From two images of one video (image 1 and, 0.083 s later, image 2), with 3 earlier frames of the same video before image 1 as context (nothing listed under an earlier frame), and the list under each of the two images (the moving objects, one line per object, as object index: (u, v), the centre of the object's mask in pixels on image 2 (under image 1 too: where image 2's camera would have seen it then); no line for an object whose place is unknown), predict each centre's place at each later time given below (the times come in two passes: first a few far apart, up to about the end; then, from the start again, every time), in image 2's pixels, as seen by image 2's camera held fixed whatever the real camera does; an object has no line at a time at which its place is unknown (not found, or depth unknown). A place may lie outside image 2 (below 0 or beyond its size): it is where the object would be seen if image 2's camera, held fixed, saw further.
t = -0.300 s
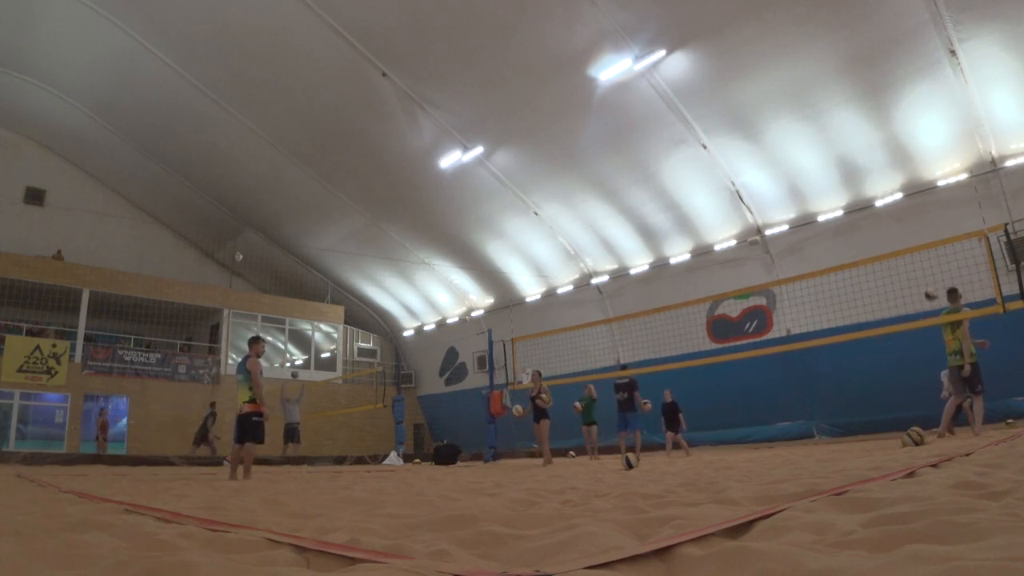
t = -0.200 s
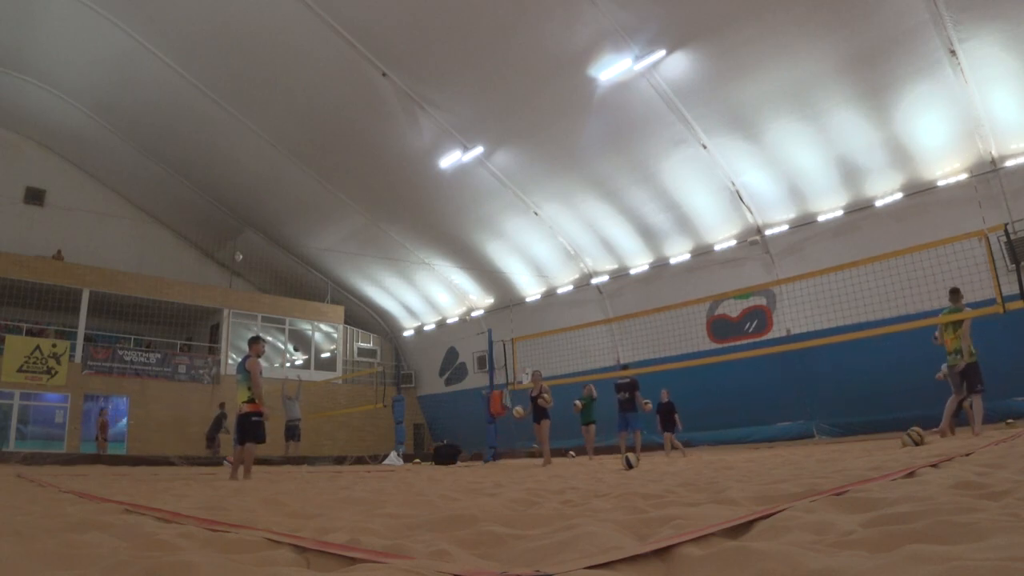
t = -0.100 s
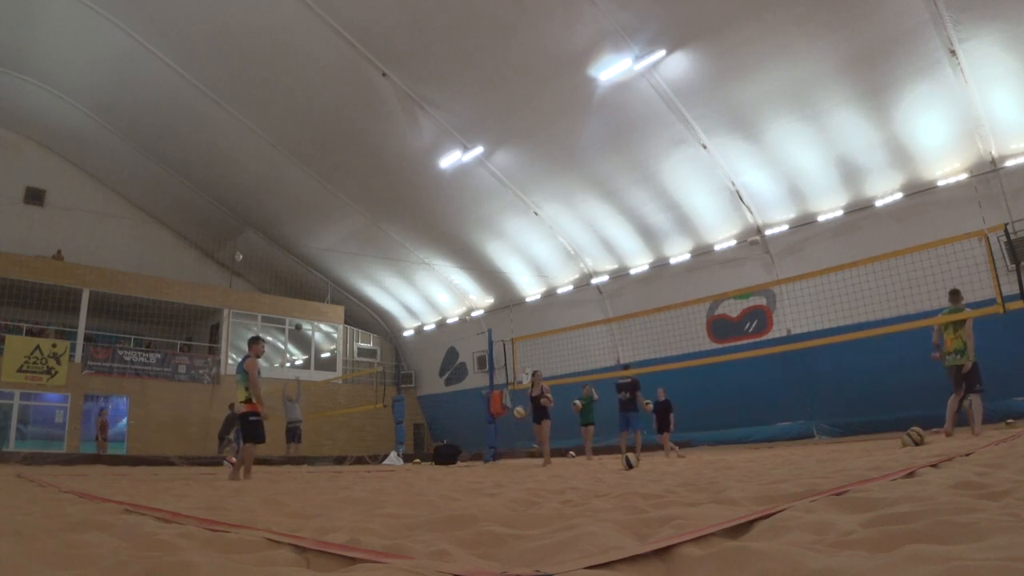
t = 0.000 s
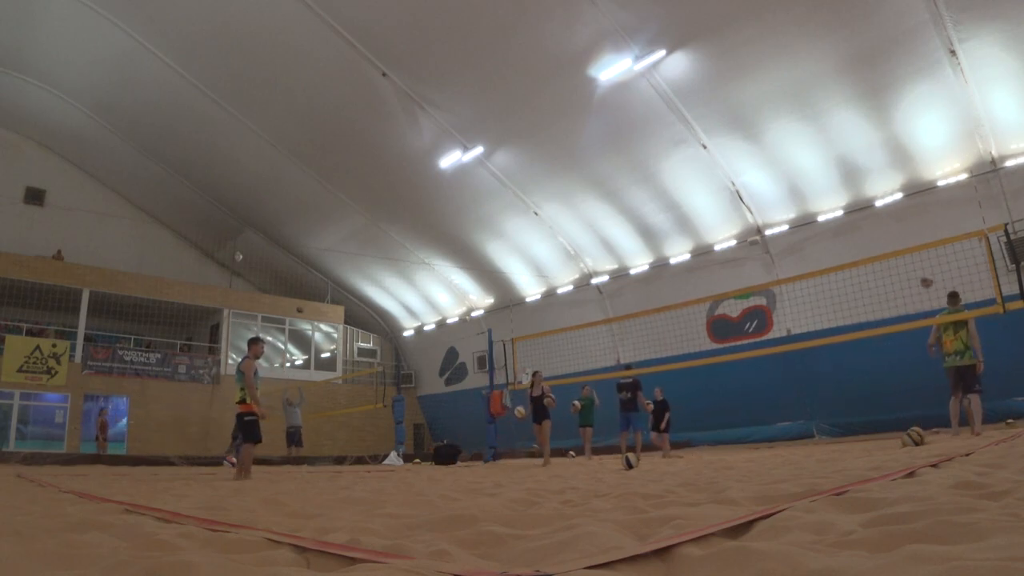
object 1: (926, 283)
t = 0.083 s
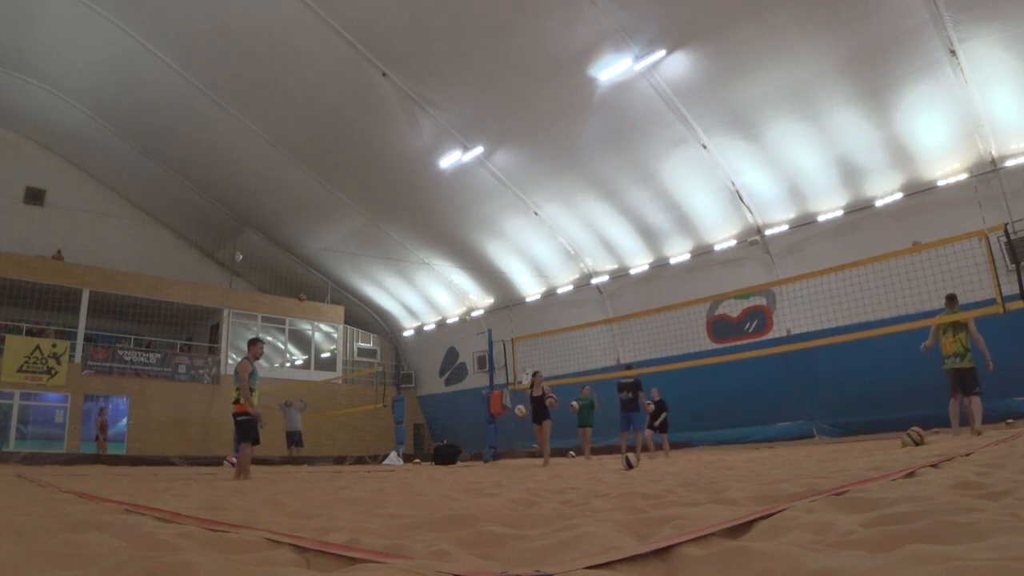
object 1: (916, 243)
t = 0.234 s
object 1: (902, 191)
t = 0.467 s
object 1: (883, 135)
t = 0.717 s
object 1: (869, 106)
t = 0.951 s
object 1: (863, 106)
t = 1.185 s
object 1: (864, 135)
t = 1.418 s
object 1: (870, 198)
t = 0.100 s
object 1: (915, 239)
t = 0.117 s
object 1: (914, 233)
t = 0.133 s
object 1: (912, 227)
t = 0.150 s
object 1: (911, 221)
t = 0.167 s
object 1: (909, 215)
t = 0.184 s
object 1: (907, 210)
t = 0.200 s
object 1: (906, 204)
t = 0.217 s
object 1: (905, 199)
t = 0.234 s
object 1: (902, 191)
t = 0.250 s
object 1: (901, 187)
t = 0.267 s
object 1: (900, 182)
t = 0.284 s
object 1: (898, 177)
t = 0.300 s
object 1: (896, 172)
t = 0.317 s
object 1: (895, 168)
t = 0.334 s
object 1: (893, 164)
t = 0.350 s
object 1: (892, 159)
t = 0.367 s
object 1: (891, 156)
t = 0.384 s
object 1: (889, 152)
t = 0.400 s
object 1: (888, 148)
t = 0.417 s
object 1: (887, 145)
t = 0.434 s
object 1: (885, 141)
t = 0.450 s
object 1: (884, 138)
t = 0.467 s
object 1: (883, 135)
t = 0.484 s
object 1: (882, 132)
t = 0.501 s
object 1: (881, 129)
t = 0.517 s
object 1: (880, 127)
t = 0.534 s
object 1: (878, 124)
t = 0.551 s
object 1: (877, 122)
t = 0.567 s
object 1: (876, 120)
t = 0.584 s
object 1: (876, 117)
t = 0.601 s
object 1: (874, 116)
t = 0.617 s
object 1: (874, 114)
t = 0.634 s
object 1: (873, 112)
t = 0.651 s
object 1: (872, 110)
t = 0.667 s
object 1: (871, 109)
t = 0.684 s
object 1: (871, 108)
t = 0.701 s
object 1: (870, 107)
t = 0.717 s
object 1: (869, 106)
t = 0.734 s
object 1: (868, 105)
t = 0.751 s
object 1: (868, 104)
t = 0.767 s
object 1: (867, 104)
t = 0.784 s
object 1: (867, 103)
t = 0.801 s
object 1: (866, 103)
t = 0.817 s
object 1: (865, 102)
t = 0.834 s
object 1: (865, 102)
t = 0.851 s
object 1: (864, 102)
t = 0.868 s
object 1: (864, 103)
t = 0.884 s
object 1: (864, 103)
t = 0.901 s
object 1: (863, 104)
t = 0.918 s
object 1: (863, 104)
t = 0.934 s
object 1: (863, 105)
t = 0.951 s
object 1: (863, 106)
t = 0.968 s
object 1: (863, 107)
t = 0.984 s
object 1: (863, 108)
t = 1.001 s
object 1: (862, 109)
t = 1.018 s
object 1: (862, 111)
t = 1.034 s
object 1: (862, 113)
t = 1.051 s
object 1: (862, 115)
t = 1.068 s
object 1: (862, 117)
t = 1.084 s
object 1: (862, 119)
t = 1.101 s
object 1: (862, 121)
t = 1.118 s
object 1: (862, 123)
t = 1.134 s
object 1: (863, 126)
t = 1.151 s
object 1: (863, 129)
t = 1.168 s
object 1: (863, 132)
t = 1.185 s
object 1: (864, 135)
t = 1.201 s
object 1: (864, 139)
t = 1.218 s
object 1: (864, 142)
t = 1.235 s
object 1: (865, 146)
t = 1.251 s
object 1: (865, 150)
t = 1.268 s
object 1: (865, 154)
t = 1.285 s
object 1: (866, 158)
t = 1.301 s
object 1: (866, 162)
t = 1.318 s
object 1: (867, 167)
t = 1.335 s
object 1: (867, 171)
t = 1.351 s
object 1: (868, 176)
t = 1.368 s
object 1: (869, 181)
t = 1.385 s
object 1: (869, 186)
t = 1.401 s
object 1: (870, 192)
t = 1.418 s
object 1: (870, 198)
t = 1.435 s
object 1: (871, 204)
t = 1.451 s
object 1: (872, 211)
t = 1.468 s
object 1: (873, 217)
